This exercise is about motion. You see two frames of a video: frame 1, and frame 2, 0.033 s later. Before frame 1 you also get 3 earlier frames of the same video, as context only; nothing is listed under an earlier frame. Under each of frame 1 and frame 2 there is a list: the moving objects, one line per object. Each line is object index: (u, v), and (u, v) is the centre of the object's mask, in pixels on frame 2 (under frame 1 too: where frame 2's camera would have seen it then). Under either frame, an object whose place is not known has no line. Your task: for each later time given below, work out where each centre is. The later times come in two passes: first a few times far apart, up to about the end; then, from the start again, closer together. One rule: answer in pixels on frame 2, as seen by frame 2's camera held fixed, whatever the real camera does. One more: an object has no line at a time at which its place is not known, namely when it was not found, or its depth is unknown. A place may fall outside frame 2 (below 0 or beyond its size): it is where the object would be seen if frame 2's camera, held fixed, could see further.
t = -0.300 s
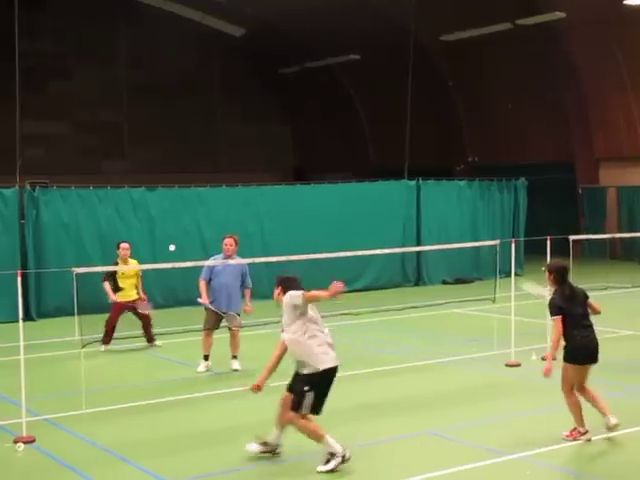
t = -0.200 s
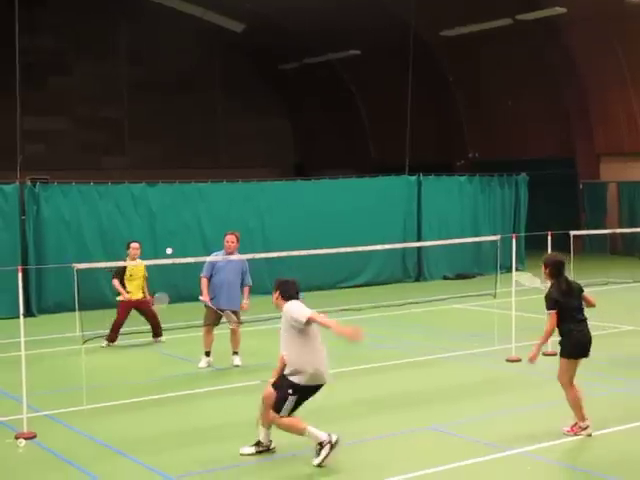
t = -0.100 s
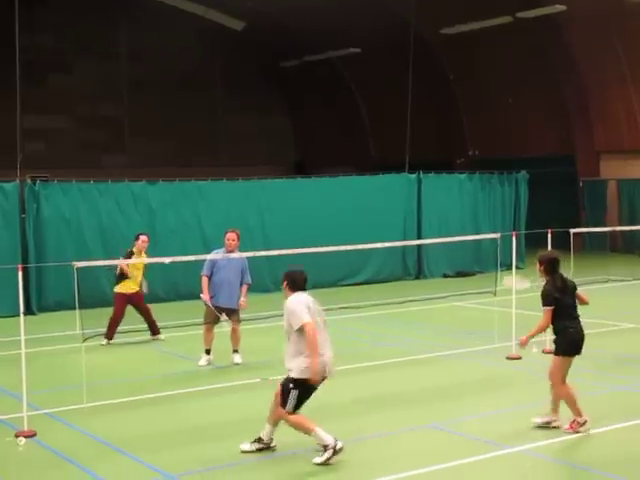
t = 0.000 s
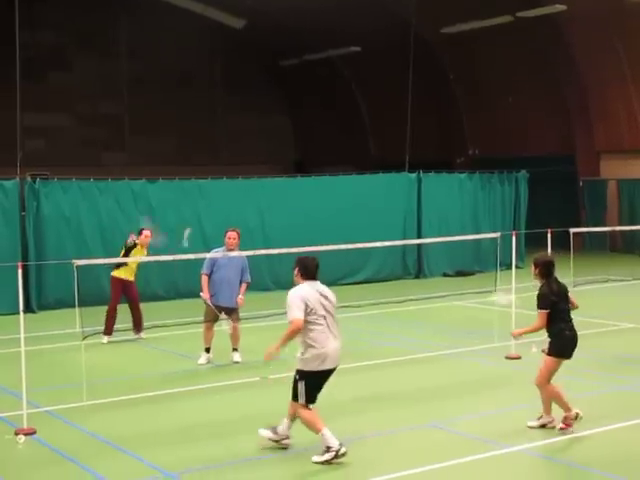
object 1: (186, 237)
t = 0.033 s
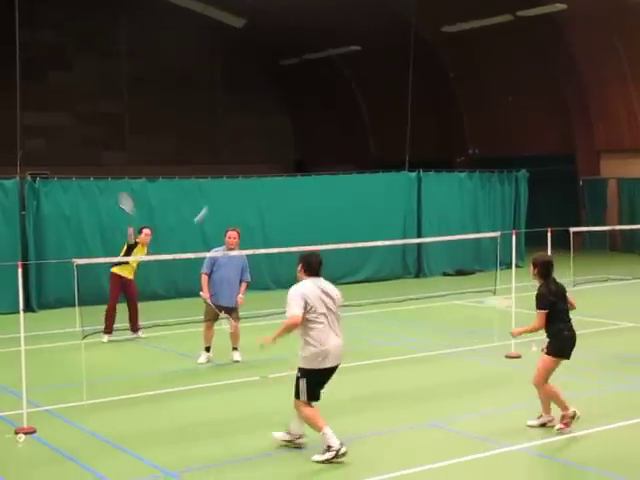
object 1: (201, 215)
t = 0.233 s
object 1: (278, 117)
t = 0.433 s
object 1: (340, 74)
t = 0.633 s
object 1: (396, 77)
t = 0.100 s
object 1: (230, 173)
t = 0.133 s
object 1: (242, 157)
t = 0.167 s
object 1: (255, 142)
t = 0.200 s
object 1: (267, 129)
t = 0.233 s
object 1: (278, 117)
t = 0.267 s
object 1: (289, 107)
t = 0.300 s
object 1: (300, 98)
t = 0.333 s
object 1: (310, 89)
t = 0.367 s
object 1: (321, 83)
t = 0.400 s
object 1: (330, 78)
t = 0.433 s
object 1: (340, 74)
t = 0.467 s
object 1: (350, 72)
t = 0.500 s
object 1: (360, 70)
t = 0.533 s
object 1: (369, 70)
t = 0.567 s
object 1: (378, 71)
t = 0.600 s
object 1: (387, 73)
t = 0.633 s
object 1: (396, 77)
